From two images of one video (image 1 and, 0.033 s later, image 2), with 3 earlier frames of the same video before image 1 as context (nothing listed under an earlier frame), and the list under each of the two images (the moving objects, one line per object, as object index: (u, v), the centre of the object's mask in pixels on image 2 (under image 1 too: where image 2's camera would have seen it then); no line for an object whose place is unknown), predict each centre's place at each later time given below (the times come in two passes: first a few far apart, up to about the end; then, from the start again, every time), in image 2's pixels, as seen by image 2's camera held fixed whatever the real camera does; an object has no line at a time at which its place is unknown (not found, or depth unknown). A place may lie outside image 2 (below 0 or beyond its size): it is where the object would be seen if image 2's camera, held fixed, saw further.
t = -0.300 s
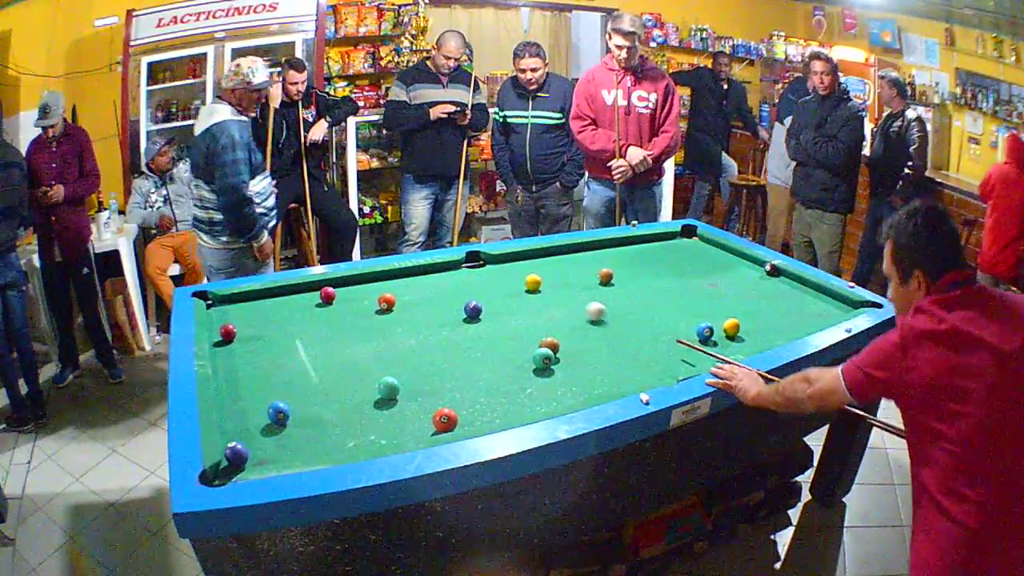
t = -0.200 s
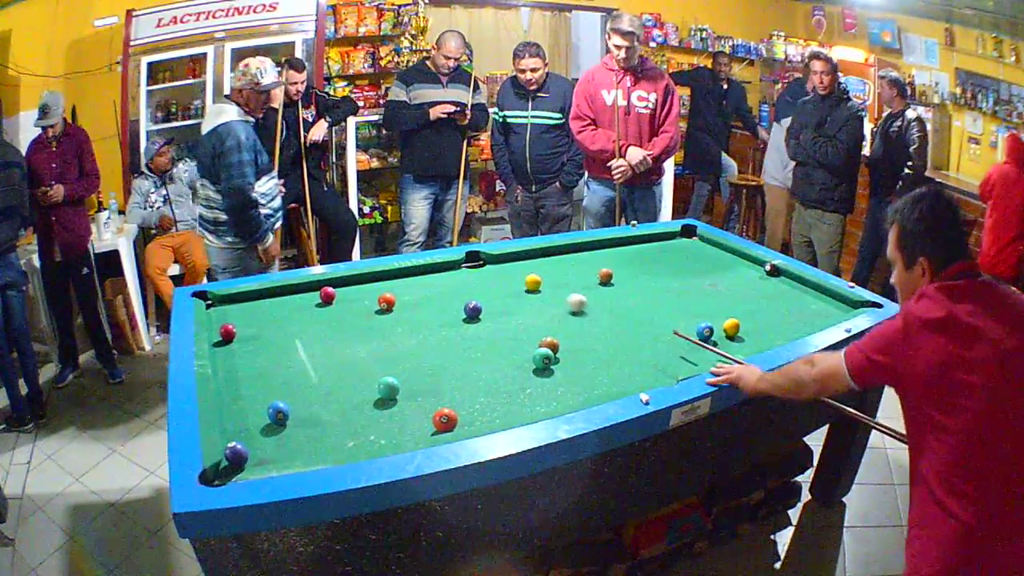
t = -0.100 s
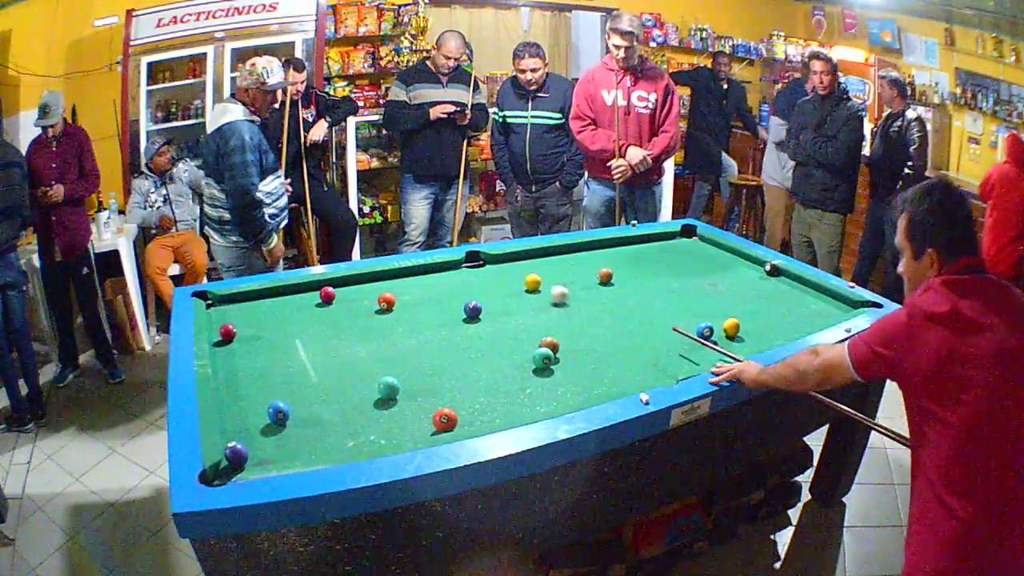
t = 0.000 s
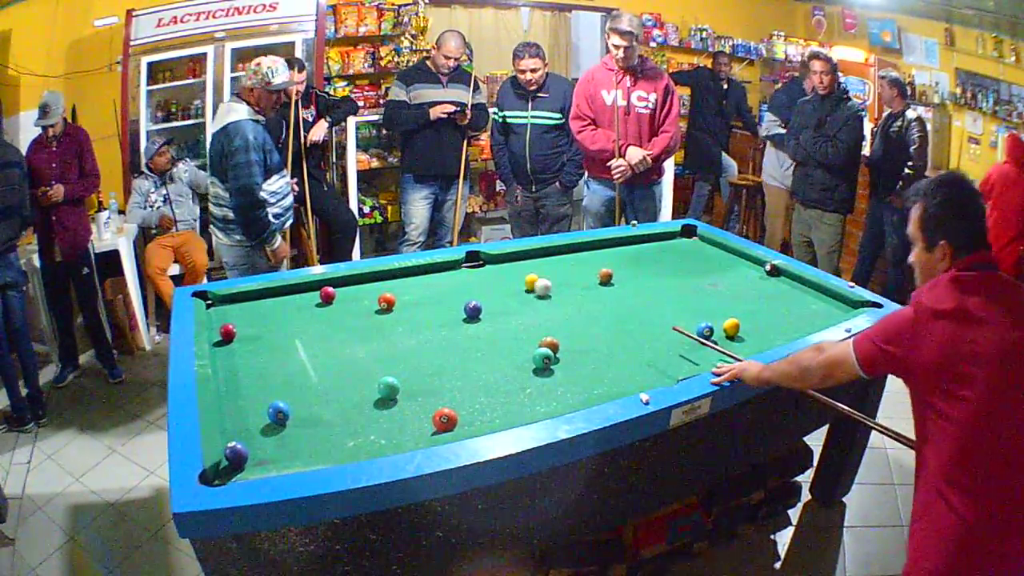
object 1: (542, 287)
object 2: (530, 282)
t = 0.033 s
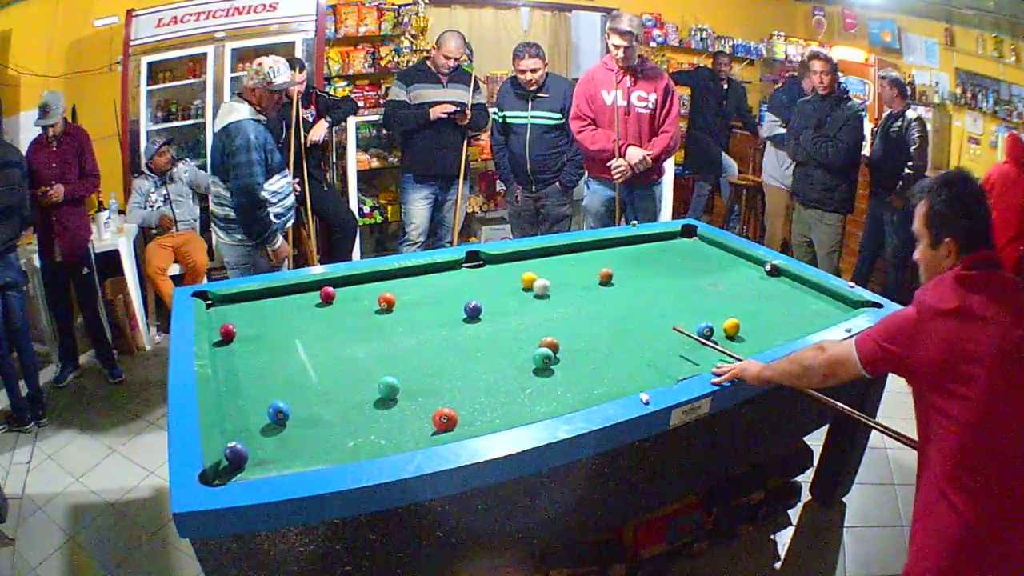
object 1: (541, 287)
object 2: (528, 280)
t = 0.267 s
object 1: (530, 283)
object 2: (510, 271)
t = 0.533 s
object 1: (520, 280)
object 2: (491, 261)
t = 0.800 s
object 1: (510, 278)
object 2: (474, 262)
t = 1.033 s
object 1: (504, 277)
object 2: (461, 265)
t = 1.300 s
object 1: (498, 275)
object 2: (454, 269)
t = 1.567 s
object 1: (494, 274)
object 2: (448, 272)
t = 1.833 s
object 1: (492, 274)
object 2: (443, 275)
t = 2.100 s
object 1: (491, 273)
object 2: (438, 278)
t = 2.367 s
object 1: (490, 273)
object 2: (436, 280)
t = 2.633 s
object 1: (490, 273)
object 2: (434, 281)
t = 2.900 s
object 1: (490, 274)
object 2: (433, 282)
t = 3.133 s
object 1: (490, 273)
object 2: (433, 282)
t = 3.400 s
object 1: (490, 273)
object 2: (433, 282)
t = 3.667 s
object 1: (490, 273)
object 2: (433, 282)
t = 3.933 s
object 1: (490, 273)
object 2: (433, 282)
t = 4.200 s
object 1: (490, 273)
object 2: (433, 282)
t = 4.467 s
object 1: (490, 274)
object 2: (433, 282)
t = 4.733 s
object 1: (490, 274)
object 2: (433, 282)
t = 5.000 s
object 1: (490, 274)
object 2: (433, 282)
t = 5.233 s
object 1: (490, 274)
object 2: (433, 282)
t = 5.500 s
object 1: (490, 274)
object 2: (433, 282)
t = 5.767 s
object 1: (490, 274)
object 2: (433, 282)
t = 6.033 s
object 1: (490, 274)
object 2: (433, 282)
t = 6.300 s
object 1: (490, 274)
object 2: (433, 282)
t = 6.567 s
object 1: (490, 274)
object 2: (433, 282)
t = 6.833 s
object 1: (490, 273)
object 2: (432, 282)
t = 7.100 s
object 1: (490, 273)
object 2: (433, 282)
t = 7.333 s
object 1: (490, 273)
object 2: (433, 282)
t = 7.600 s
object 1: (490, 273)
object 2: (433, 282)
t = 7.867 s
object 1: (490, 273)
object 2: (433, 282)
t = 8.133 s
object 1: (490, 273)
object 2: (433, 282)
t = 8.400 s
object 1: (490, 273)
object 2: (433, 282)
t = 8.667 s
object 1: (490, 273)
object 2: (433, 282)
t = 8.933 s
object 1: (490, 273)
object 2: (433, 282)
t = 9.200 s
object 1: (490, 273)
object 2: (433, 282)
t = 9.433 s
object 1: (490, 273)
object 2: (433, 282)
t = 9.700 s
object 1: (490, 273)
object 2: (433, 282)
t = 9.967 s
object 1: (490, 273)
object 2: (433, 282)
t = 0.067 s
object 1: (540, 286)
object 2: (526, 279)
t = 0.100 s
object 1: (538, 286)
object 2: (523, 277)
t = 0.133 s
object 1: (536, 285)
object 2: (521, 276)
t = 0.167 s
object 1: (535, 285)
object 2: (518, 275)
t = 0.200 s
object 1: (533, 285)
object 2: (515, 274)
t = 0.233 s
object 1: (532, 284)
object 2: (512, 272)
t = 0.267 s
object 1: (530, 283)
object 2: (510, 271)
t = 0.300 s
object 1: (529, 283)
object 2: (507, 269)
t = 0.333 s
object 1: (528, 283)
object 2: (505, 268)
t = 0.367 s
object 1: (526, 282)
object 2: (502, 266)
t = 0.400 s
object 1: (525, 282)
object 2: (500, 265)
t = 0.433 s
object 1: (524, 281)
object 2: (498, 264)
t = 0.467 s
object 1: (522, 281)
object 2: (496, 263)
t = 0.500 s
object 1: (521, 281)
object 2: (494, 262)
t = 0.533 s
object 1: (520, 280)
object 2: (491, 261)
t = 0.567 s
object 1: (519, 280)
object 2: (489, 259)
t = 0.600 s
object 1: (517, 280)
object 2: (487, 259)
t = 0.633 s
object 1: (516, 279)
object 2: (485, 260)
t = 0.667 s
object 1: (515, 279)
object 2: (483, 260)
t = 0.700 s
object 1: (514, 279)
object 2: (481, 261)
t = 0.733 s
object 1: (513, 279)
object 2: (479, 261)
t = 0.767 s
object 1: (511, 278)
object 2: (477, 261)
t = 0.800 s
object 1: (510, 278)
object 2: (474, 262)
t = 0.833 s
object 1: (510, 278)
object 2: (472, 262)
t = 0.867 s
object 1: (509, 278)
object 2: (470, 262)
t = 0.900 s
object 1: (508, 277)
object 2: (468, 262)
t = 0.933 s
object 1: (507, 277)
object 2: (466, 263)
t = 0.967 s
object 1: (506, 277)
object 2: (464, 264)
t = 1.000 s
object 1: (505, 277)
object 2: (462, 264)
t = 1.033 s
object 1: (504, 277)
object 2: (461, 265)
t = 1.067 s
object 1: (503, 276)
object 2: (460, 265)
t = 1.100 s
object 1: (502, 276)
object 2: (460, 265)
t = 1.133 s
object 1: (502, 276)
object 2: (459, 266)
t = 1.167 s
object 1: (501, 276)
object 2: (458, 267)
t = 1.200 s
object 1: (500, 276)
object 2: (457, 267)
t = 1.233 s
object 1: (499, 276)
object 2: (456, 267)
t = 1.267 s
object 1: (499, 276)
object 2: (455, 268)
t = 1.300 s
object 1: (498, 275)
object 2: (454, 269)
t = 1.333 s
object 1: (497, 275)
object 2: (453, 269)
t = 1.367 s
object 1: (497, 275)
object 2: (452, 270)
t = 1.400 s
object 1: (496, 275)
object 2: (452, 270)
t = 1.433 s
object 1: (496, 275)
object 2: (451, 270)
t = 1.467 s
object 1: (495, 275)
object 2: (450, 271)
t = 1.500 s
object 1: (495, 275)
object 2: (449, 271)
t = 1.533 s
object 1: (494, 274)
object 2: (448, 271)
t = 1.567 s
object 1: (494, 274)
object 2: (448, 272)
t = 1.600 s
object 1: (494, 274)
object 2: (447, 272)
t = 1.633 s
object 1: (493, 274)
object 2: (446, 273)
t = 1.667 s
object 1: (493, 274)
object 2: (446, 273)
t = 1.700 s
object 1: (493, 274)
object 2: (445, 273)
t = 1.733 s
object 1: (493, 274)
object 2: (444, 274)
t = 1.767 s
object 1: (493, 274)
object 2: (444, 274)
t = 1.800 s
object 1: (493, 274)
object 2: (443, 274)
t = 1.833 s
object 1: (492, 274)
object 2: (443, 275)
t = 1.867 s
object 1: (492, 273)
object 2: (442, 275)
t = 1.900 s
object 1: (492, 273)
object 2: (442, 276)
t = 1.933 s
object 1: (491, 273)
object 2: (441, 276)
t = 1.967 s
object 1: (491, 273)
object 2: (440, 276)
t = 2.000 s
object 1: (491, 273)
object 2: (440, 277)
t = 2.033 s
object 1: (491, 273)
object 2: (439, 277)
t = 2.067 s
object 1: (491, 273)
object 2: (439, 277)
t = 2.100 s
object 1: (491, 273)
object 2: (438, 278)
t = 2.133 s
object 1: (490, 273)
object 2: (438, 278)
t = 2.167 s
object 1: (490, 273)
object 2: (438, 278)
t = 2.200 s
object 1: (490, 273)
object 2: (437, 278)
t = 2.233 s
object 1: (490, 273)
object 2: (437, 279)
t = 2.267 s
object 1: (490, 273)
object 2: (436, 279)
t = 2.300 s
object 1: (490, 273)
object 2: (436, 279)
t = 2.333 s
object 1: (490, 273)
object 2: (436, 280)
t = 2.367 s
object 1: (490, 273)
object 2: (436, 280)
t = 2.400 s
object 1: (490, 273)
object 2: (436, 280)
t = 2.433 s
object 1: (490, 273)
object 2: (435, 280)
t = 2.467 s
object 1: (490, 273)
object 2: (435, 280)
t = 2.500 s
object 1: (490, 273)
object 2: (435, 281)
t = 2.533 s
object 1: (490, 273)
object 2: (435, 281)
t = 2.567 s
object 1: (490, 273)
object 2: (434, 281)
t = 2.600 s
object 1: (490, 273)
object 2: (434, 281)
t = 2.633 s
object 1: (490, 273)
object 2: (434, 281)
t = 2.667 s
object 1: (490, 273)
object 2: (434, 281)
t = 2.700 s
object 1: (490, 273)
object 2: (434, 282)
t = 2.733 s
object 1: (490, 273)
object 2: (434, 282)
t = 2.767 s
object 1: (490, 273)
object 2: (434, 281)
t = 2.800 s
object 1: (490, 274)
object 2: (434, 282)
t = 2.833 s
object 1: (490, 274)
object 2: (433, 282)
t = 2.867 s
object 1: (490, 274)
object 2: (433, 282)
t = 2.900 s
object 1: (490, 274)
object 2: (433, 282)
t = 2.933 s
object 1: (490, 273)
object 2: (433, 282)
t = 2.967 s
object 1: (490, 273)
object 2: (433, 282)
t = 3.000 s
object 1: (490, 273)
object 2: (433, 282)
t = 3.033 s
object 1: (490, 273)
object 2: (433, 282)
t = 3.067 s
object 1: (490, 273)
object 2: (433, 282)
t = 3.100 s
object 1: (490, 273)
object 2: (433, 282)
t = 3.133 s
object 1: (490, 273)
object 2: (433, 282)
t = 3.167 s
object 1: (490, 274)
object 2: (433, 282)
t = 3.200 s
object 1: (490, 273)
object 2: (433, 282)
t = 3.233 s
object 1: (490, 273)
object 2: (433, 282)
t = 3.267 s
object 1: (490, 273)
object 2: (433, 282)
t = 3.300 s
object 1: (490, 273)
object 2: (433, 282)
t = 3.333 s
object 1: (490, 273)
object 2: (433, 282)
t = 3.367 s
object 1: (490, 273)
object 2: (433, 282)
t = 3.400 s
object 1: (490, 273)
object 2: (433, 282)
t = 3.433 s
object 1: (490, 273)
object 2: (433, 282)
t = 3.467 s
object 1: (490, 273)
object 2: (433, 282)
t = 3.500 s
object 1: (490, 273)
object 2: (433, 282)
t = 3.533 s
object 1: (490, 273)
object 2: (433, 282)
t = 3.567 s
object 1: (490, 273)
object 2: (433, 282)
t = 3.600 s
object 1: (490, 273)
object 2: (433, 282)
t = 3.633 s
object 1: (490, 273)
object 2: (433, 282)
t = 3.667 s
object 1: (490, 273)
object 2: (433, 282)
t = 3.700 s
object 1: (490, 273)
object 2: (433, 282)
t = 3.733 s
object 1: (490, 273)
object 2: (433, 282)
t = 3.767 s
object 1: (490, 273)
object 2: (433, 282)
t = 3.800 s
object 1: (490, 273)
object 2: (433, 282)
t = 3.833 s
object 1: (490, 273)
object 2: (433, 282)
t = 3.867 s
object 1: (490, 273)
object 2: (433, 282)
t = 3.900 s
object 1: (490, 273)
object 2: (433, 282)
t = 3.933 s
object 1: (490, 273)
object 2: (433, 282)
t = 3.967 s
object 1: (490, 273)
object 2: (433, 282)
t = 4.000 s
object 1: (490, 273)
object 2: (433, 282)
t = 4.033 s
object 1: (490, 273)
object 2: (433, 282)
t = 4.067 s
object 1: (490, 273)
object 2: (433, 282)
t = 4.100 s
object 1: (490, 273)
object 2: (433, 282)
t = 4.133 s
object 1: (490, 273)
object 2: (433, 282)
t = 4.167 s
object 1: (490, 273)
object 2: (433, 282)
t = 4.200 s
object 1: (490, 273)
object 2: (433, 282)
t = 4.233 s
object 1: (490, 273)
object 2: (433, 282)
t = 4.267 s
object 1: (490, 273)
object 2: (433, 282)
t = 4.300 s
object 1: (490, 274)
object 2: (433, 282)
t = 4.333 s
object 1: (490, 274)
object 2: (433, 282)
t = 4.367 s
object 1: (490, 274)
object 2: (433, 282)
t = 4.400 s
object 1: (490, 274)
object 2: (433, 282)
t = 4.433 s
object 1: (490, 274)
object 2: (433, 282)
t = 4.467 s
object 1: (490, 274)
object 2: (433, 282)
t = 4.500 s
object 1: (490, 273)
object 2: (433, 282)
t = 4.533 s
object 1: (490, 273)
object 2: (433, 282)
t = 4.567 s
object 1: (490, 274)
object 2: (433, 282)
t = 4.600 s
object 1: (490, 274)
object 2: (433, 282)
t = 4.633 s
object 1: (490, 274)
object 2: (433, 282)
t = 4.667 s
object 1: (490, 274)
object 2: (433, 282)
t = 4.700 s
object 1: (490, 274)
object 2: (433, 282)
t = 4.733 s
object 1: (490, 274)
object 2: (433, 282)
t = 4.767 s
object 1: (490, 274)
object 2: (433, 282)
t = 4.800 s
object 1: (489, 273)
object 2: (433, 282)
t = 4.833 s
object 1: (490, 274)
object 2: (433, 282)
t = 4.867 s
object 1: (490, 274)
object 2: (433, 282)
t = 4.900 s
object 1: (490, 274)
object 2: (433, 282)
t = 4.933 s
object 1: (490, 274)
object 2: (433, 282)
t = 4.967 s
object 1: (490, 274)
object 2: (433, 282)
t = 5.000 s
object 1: (490, 274)
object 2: (433, 282)
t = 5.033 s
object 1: (490, 274)
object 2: (433, 282)
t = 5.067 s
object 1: (490, 274)
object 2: (433, 282)
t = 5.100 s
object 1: (490, 274)
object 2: (433, 282)
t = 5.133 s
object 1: (490, 274)
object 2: (433, 282)
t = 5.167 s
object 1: (490, 273)
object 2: (433, 282)
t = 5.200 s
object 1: (490, 274)
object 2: (433, 282)
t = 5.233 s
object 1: (490, 274)
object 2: (433, 282)
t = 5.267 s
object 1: (490, 274)
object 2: (433, 282)
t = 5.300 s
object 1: (490, 274)
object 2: (433, 282)
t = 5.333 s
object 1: (490, 274)
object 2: (433, 282)
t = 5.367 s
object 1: (490, 274)
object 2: (433, 282)
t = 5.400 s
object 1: (490, 274)
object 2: (433, 282)
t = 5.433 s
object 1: (490, 274)
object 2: (433, 282)
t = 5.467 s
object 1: (490, 274)
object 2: (433, 282)
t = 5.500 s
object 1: (490, 274)
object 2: (433, 282)
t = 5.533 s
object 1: (490, 274)
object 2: (433, 282)
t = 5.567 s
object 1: (490, 274)
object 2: (433, 282)
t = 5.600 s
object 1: (490, 274)
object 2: (433, 282)
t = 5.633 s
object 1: (490, 274)
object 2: (433, 282)
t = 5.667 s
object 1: (490, 274)
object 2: (433, 282)
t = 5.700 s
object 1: (490, 274)
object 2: (433, 282)
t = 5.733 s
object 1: (490, 274)
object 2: (433, 282)
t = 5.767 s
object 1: (490, 274)
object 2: (433, 282)
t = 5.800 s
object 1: (490, 274)
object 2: (433, 282)
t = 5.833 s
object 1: (490, 274)
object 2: (433, 282)
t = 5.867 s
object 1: (490, 274)
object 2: (433, 282)
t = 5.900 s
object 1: (490, 273)
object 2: (433, 282)
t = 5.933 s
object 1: (490, 274)
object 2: (433, 282)
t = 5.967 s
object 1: (490, 274)
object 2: (433, 282)
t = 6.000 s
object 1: (490, 274)
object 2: (433, 282)
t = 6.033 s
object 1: (490, 274)
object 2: (433, 282)
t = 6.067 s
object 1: (490, 274)
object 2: (433, 282)
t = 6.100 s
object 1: (490, 274)
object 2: (433, 282)
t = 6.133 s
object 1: (490, 274)
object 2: (433, 282)
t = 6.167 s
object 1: (490, 274)
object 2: (433, 282)
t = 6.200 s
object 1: (490, 274)
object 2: (433, 282)
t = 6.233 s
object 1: (490, 274)
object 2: (433, 282)
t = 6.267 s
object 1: (490, 274)
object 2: (433, 282)
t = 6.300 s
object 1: (490, 274)
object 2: (433, 282)
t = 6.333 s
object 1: (490, 274)
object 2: (433, 282)
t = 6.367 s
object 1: (490, 274)
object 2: (433, 282)
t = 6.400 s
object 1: (490, 274)
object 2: (433, 282)
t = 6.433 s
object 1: (490, 274)
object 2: (433, 282)
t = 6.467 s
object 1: (490, 274)
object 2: (433, 282)
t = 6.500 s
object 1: (490, 274)
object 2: (433, 282)
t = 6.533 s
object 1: (490, 274)
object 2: (433, 282)
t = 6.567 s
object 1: (490, 274)
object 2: (433, 282)
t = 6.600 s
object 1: (490, 274)
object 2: (433, 282)
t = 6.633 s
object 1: (490, 273)
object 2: (433, 282)
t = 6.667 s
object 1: (490, 273)
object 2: (433, 282)
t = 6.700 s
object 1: (490, 273)
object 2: (433, 282)
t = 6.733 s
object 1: (490, 273)
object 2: (433, 282)
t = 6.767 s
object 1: (490, 273)
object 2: (433, 282)
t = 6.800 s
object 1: (490, 273)
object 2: (433, 282)
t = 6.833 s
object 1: (490, 273)
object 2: (432, 282)
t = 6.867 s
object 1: (490, 273)
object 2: (432, 282)
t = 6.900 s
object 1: (490, 273)
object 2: (432, 282)
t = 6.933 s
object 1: (490, 273)
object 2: (433, 282)
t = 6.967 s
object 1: (490, 273)
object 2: (433, 282)
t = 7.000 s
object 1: (490, 273)
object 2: (433, 282)
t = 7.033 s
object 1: (490, 273)
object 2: (433, 282)
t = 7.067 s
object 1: (490, 273)
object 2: (433, 282)
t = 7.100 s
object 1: (490, 273)
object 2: (433, 282)
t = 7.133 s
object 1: (490, 273)
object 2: (433, 282)
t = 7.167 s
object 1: (490, 273)
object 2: (433, 282)
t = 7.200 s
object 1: (490, 273)
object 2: (433, 282)
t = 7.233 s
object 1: (490, 273)
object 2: (433, 282)
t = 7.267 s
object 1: (490, 273)
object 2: (433, 282)
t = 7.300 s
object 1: (490, 273)
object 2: (433, 282)
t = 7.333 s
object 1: (490, 273)
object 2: (433, 282)
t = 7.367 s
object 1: (490, 273)
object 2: (433, 282)
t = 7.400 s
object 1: (490, 273)
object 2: (433, 282)
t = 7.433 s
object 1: (490, 273)
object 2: (433, 282)
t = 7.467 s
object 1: (490, 273)
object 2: (433, 282)
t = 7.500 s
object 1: (490, 273)
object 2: (433, 282)
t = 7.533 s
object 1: (490, 273)
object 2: (433, 282)
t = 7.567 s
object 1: (490, 273)
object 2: (433, 282)
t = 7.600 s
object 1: (490, 273)
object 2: (433, 282)
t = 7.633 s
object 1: (490, 273)
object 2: (433, 282)
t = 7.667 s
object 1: (490, 273)
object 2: (433, 282)
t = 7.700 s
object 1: (490, 273)
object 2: (433, 282)
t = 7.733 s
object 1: (490, 273)
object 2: (433, 282)
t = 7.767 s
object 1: (490, 273)
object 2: (433, 282)
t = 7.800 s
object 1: (490, 273)
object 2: (433, 282)
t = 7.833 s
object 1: (490, 273)
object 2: (433, 282)
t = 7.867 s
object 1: (490, 273)
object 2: (433, 282)
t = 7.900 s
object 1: (490, 273)
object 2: (433, 282)
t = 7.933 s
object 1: (490, 273)
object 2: (433, 282)
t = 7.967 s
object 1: (490, 273)
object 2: (433, 282)
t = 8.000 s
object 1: (490, 273)
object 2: (433, 282)
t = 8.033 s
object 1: (490, 273)
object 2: (433, 282)
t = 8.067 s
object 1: (490, 273)
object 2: (433, 282)
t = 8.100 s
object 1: (490, 273)
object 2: (433, 282)
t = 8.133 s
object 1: (490, 273)
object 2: (433, 282)
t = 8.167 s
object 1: (490, 273)
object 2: (433, 282)
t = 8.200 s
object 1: (490, 273)
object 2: (433, 282)
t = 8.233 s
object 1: (490, 273)
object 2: (433, 282)
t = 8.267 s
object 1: (490, 273)
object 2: (433, 282)
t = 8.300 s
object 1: (490, 273)
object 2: (433, 282)
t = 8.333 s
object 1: (490, 273)
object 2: (433, 282)
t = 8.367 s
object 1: (490, 273)
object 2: (433, 282)
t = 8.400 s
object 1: (490, 273)
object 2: (433, 282)
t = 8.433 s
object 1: (490, 273)
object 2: (433, 282)
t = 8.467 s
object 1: (490, 273)
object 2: (433, 282)
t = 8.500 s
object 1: (490, 273)
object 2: (433, 282)
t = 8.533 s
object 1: (490, 273)
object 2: (433, 282)
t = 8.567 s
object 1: (490, 273)
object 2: (433, 282)
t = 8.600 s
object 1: (490, 273)
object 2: (433, 282)
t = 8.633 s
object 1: (490, 273)
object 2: (433, 282)
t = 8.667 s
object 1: (490, 273)
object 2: (433, 282)
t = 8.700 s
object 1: (490, 273)
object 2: (433, 282)
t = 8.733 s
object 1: (490, 273)
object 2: (433, 282)
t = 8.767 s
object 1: (490, 273)
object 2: (433, 282)
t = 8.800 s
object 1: (490, 273)
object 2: (433, 282)
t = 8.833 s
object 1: (490, 273)
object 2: (433, 282)
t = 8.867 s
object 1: (490, 273)
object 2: (433, 282)
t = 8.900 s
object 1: (490, 273)
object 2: (433, 282)
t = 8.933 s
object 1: (490, 273)
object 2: (433, 282)
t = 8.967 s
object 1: (490, 273)
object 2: (433, 282)
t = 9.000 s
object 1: (490, 273)
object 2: (433, 282)
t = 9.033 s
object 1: (490, 273)
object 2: (433, 282)
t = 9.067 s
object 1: (490, 273)
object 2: (433, 282)
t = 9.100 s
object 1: (490, 273)
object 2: (433, 282)
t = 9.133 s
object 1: (490, 273)
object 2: (433, 282)
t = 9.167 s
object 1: (490, 273)
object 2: (433, 282)
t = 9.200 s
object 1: (490, 273)
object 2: (433, 282)
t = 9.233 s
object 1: (490, 274)
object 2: (433, 282)
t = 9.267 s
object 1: (490, 273)
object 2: (433, 282)
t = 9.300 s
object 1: (490, 273)
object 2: (433, 282)
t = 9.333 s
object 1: (490, 273)
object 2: (433, 282)
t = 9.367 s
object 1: (490, 273)
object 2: (433, 282)
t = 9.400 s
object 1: (490, 273)
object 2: (433, 282)
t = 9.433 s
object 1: (490, 273)
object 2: (433, 282)
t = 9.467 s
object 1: (490, 273)
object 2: (433, 282)
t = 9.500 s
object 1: (490, 273)
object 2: (433, 282)
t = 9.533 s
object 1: (490, 273)
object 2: (433, 282)
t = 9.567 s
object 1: (490, 273)
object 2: (433, 282)
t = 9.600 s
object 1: (490, 274)
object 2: (433, 282)
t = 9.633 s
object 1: (490, 273)
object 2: (433, 282)
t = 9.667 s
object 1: (490, 273)
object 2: (433, 282)
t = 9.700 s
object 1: (490, 273)
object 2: (433, 282)
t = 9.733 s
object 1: (490, 273)
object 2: (433, 282)
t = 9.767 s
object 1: (490, 273)
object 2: (433, 282)
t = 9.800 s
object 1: (490, 273)
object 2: (433, 282)
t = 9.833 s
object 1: (490, 273)
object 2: (433, 282)
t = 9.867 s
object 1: (490, 273)
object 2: (433, 282)
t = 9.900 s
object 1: (490, 274)
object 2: (433, 282)
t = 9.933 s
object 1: (490, 273)
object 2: (433, 282)
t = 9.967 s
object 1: (490, 273)
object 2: (433, 282)
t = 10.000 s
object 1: (490, 273)
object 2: (433, 282)
